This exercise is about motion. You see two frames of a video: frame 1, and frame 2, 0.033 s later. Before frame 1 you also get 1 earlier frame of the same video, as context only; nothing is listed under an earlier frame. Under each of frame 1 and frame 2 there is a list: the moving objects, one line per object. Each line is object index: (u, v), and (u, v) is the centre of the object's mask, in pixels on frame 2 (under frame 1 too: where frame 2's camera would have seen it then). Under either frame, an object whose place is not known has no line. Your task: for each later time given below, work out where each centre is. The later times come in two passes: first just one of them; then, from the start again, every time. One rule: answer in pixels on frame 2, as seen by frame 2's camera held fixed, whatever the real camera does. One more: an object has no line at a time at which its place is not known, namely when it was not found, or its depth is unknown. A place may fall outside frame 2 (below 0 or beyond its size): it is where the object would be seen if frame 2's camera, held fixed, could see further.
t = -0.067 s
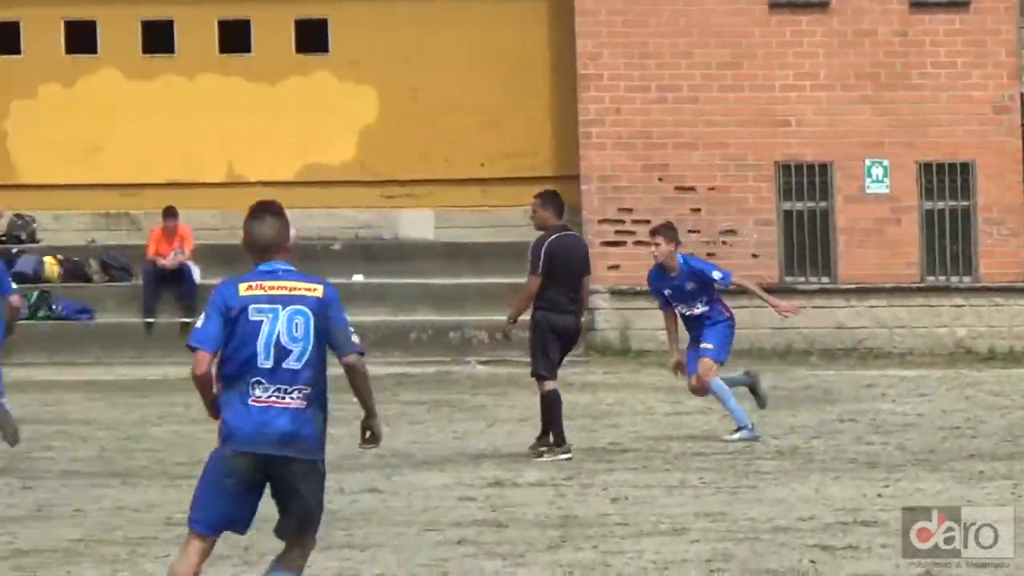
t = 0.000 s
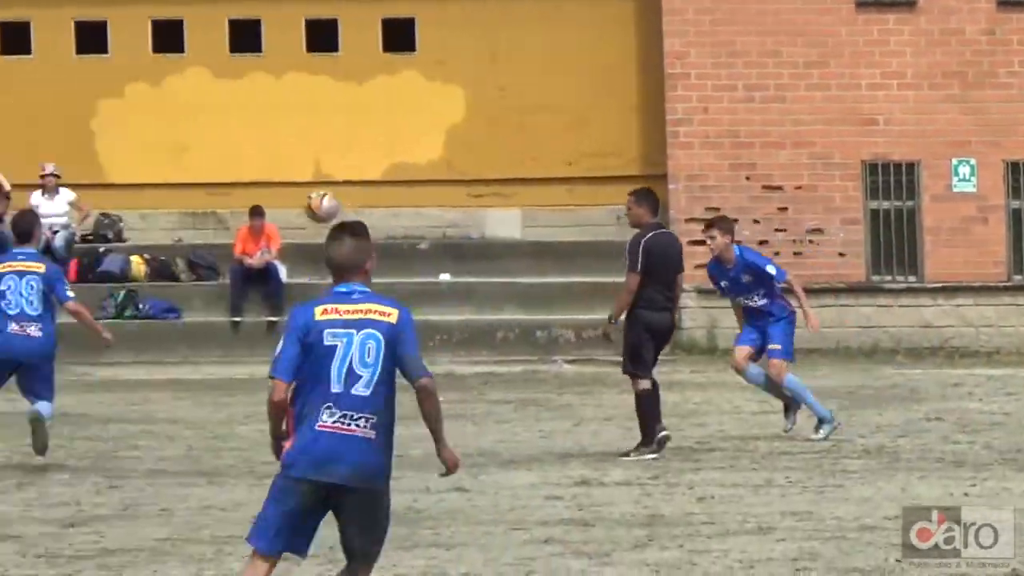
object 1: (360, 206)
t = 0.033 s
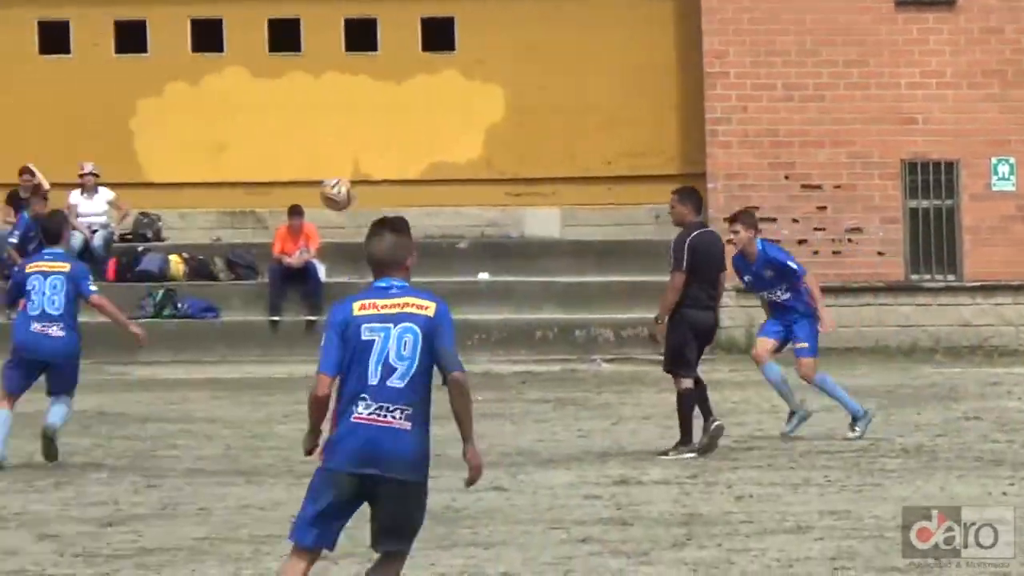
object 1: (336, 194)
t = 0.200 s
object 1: (221, 158)
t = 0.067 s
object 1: (313, 183)
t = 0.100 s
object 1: (289, 175)
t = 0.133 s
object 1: (266, 167)
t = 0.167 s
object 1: (244, 163)
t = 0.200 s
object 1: (221, 158)
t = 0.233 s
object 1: (198, 157)
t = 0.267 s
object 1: (175, 157)
